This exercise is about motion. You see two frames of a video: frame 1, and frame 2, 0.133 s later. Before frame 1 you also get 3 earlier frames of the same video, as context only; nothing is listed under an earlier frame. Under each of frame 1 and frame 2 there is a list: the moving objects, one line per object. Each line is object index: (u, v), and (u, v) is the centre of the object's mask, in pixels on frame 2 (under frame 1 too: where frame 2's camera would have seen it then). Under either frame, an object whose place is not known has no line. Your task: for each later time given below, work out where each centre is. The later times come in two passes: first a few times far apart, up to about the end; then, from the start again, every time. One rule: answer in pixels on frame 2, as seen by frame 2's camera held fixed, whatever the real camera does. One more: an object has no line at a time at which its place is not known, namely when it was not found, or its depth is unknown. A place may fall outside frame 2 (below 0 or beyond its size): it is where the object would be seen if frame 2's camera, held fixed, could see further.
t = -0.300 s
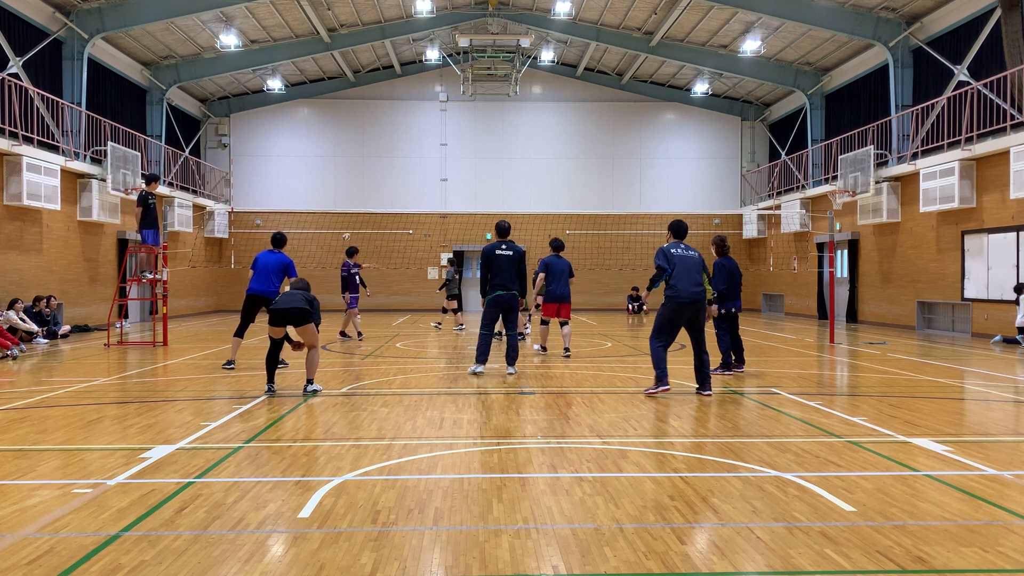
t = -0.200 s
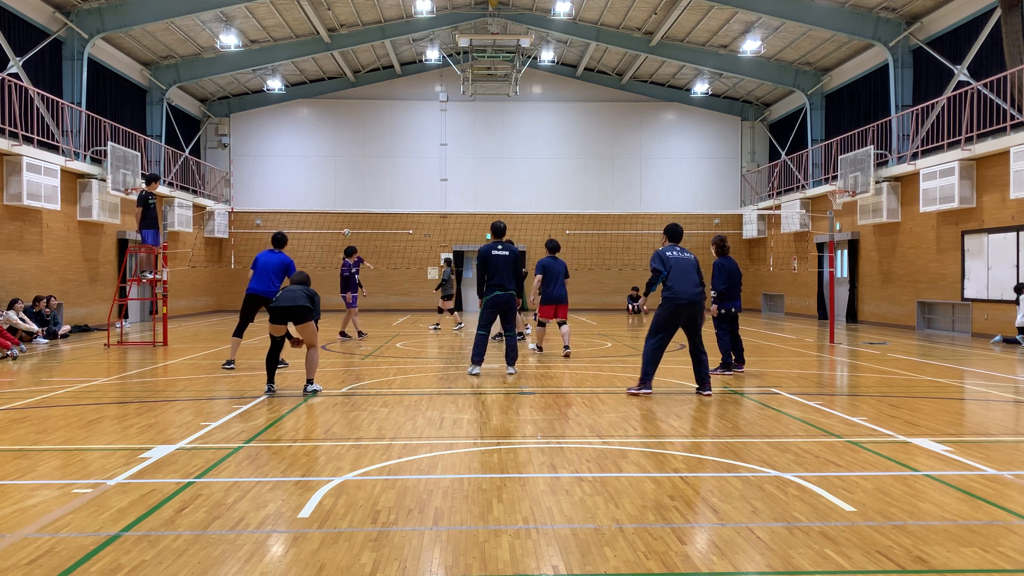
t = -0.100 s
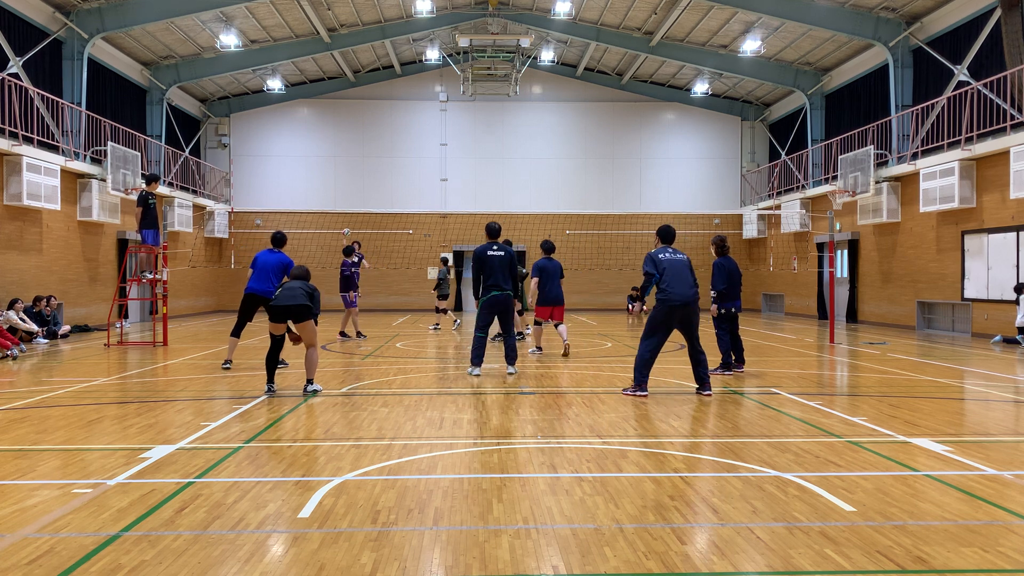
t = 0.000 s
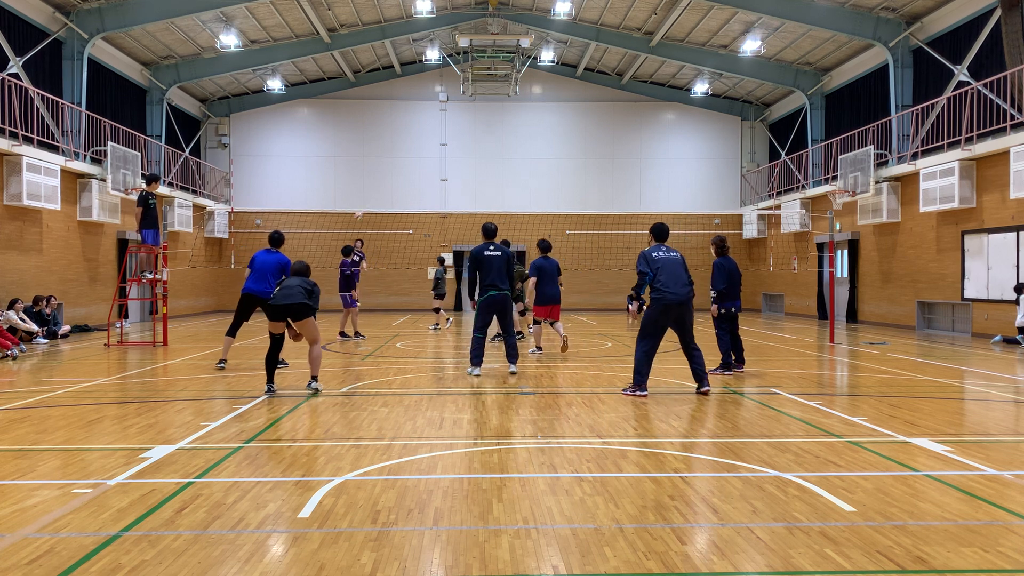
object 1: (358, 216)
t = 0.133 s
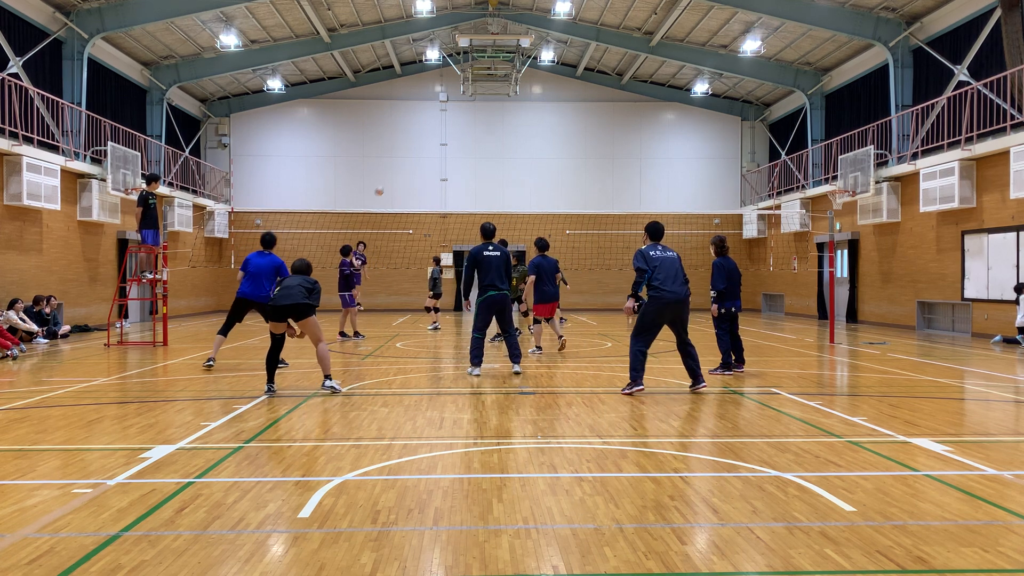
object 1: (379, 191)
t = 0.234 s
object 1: (395, 176)
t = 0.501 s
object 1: (445, 149)
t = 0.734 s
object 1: (504, 149)
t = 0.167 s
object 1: (384, 186)
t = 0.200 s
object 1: (389, 181)
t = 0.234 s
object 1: (395, 176)
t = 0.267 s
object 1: (400, 171)
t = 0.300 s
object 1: (406, 167)
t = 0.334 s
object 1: (412, 164)
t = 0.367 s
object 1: (418, 161)
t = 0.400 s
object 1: (424, 157)
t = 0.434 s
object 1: (431, 154)
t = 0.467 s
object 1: (437, 152)
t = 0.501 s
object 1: (445, 149)
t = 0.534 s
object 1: (452, 148)
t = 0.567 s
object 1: (460, 147)
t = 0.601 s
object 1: (468, 146)
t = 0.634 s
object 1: (477, 146)
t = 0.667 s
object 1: (486, 146)
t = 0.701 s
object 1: (495, 147)
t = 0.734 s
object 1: (504, 149)
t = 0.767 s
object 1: (513, 152)
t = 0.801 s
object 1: (523, 155)
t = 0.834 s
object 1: (533, 160)
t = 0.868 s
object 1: (544, 166)
